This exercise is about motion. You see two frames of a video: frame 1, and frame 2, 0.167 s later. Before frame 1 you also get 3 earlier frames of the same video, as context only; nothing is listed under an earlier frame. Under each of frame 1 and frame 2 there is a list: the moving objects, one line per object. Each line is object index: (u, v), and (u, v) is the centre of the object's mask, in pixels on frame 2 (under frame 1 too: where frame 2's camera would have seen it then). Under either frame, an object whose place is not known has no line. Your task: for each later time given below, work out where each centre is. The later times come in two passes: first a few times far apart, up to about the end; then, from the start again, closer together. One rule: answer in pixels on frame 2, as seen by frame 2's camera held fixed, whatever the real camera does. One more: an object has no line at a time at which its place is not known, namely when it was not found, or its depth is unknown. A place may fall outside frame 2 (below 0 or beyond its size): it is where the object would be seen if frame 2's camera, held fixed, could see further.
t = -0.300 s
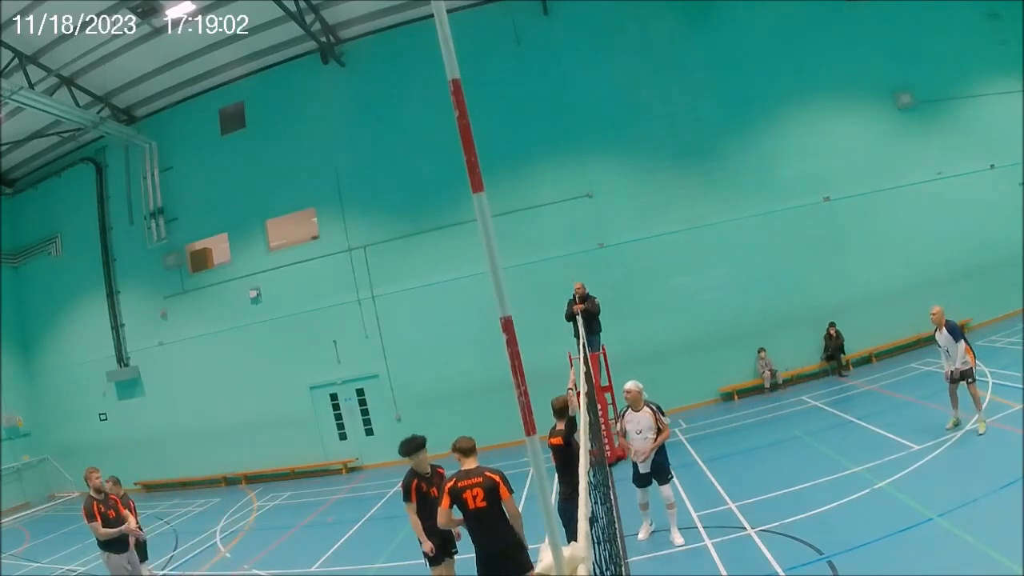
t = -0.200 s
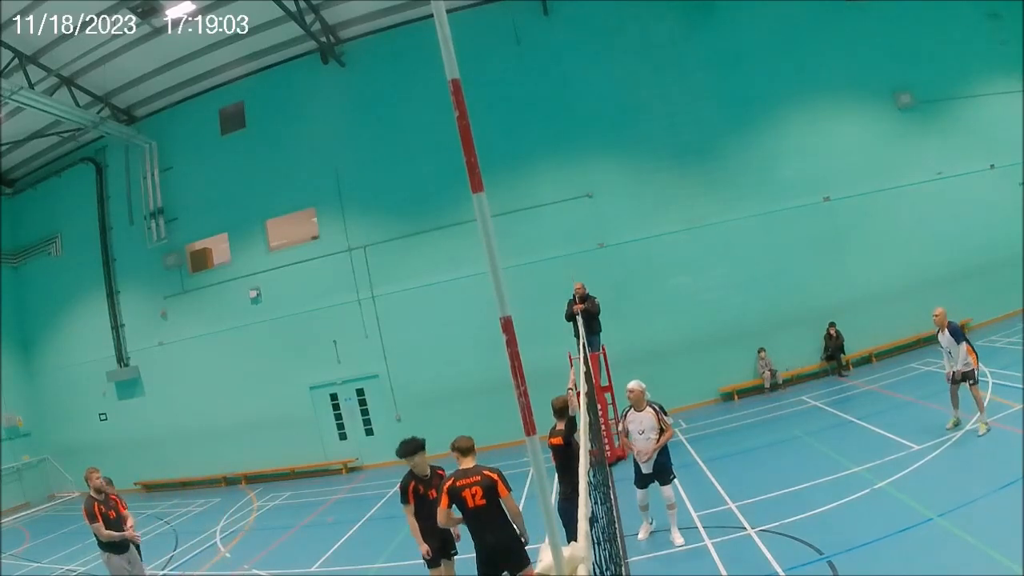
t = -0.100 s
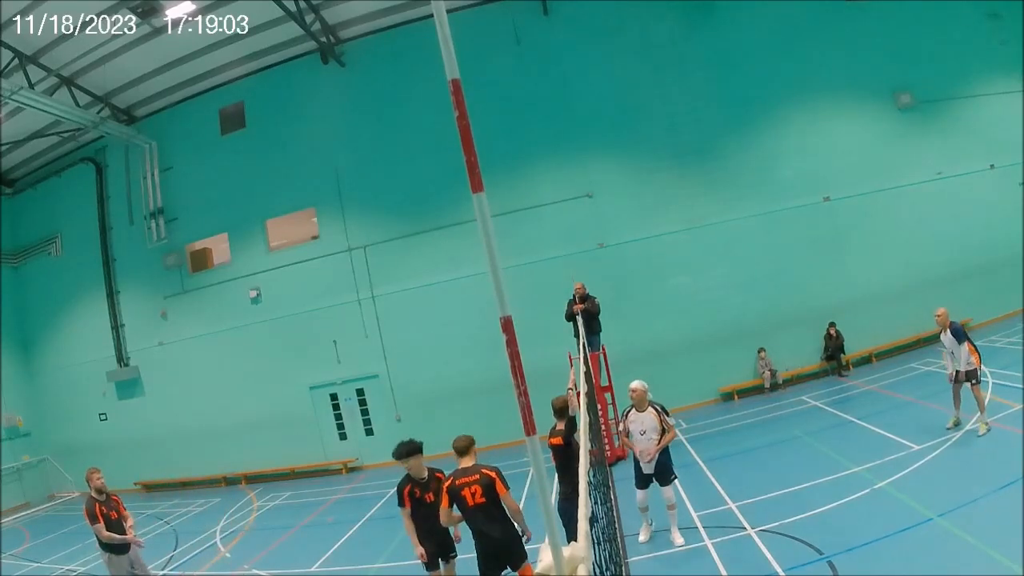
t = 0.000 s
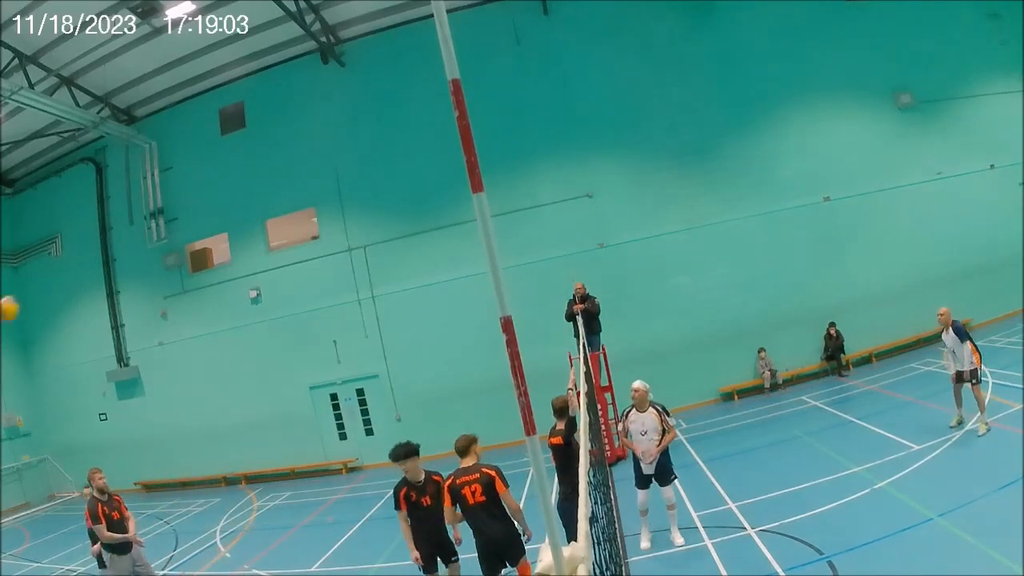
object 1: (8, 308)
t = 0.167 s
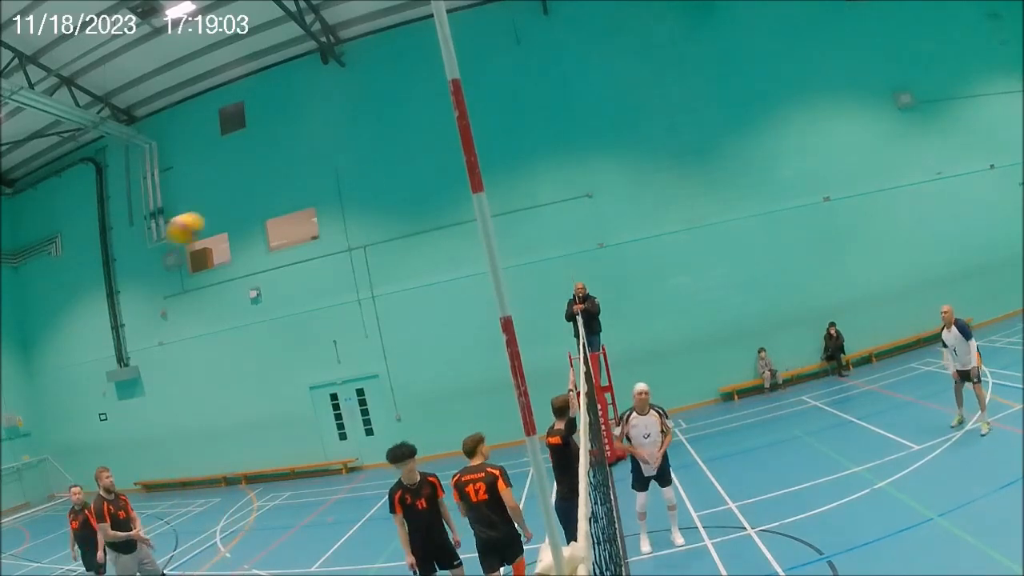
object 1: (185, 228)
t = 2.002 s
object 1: (929, 15)
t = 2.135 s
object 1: (935, 77)
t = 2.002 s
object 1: (929, 15)
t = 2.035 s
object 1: (931, 29)
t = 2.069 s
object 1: (932, 44)
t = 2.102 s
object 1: (934, 60)
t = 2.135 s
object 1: (935, 77)
